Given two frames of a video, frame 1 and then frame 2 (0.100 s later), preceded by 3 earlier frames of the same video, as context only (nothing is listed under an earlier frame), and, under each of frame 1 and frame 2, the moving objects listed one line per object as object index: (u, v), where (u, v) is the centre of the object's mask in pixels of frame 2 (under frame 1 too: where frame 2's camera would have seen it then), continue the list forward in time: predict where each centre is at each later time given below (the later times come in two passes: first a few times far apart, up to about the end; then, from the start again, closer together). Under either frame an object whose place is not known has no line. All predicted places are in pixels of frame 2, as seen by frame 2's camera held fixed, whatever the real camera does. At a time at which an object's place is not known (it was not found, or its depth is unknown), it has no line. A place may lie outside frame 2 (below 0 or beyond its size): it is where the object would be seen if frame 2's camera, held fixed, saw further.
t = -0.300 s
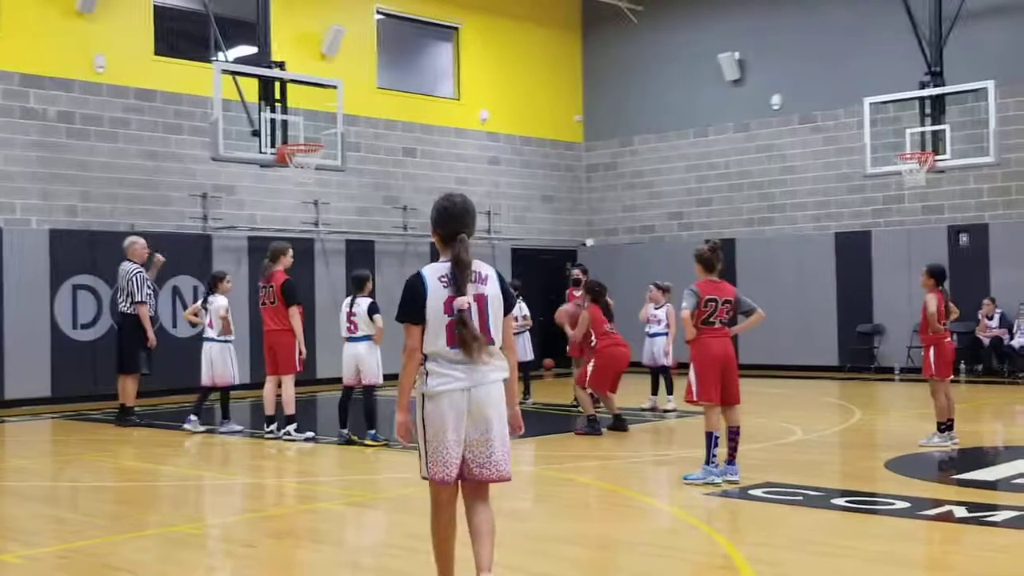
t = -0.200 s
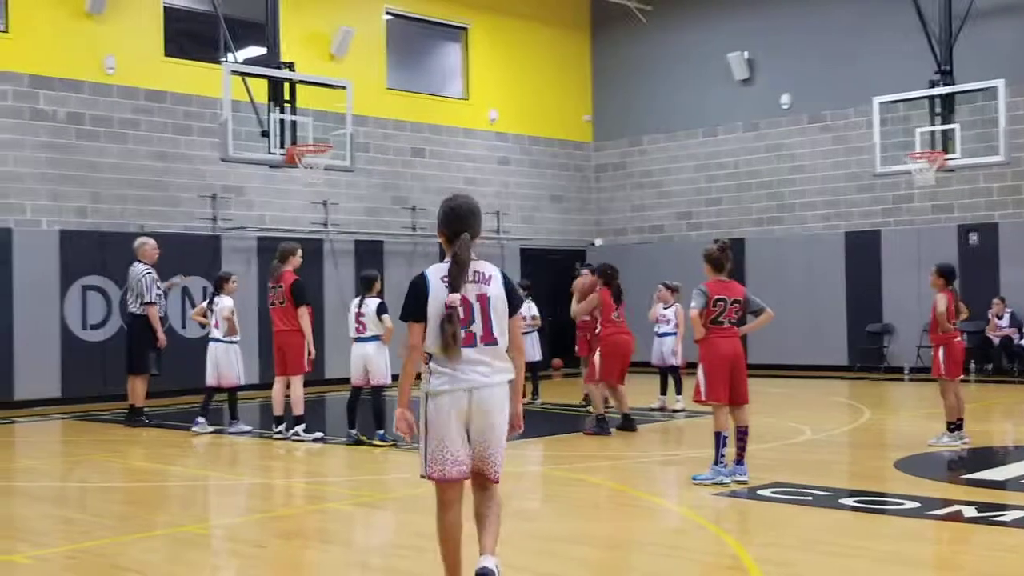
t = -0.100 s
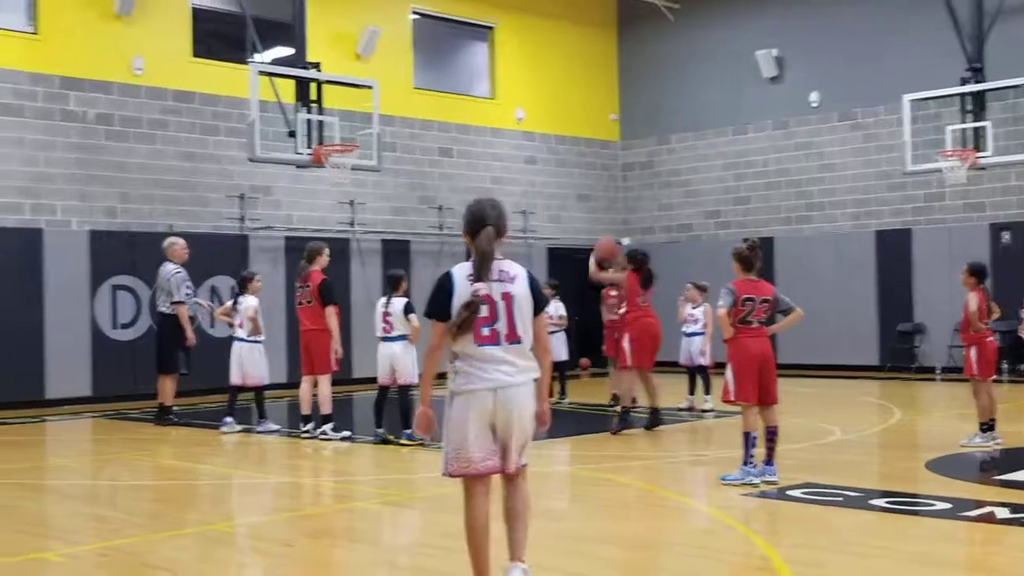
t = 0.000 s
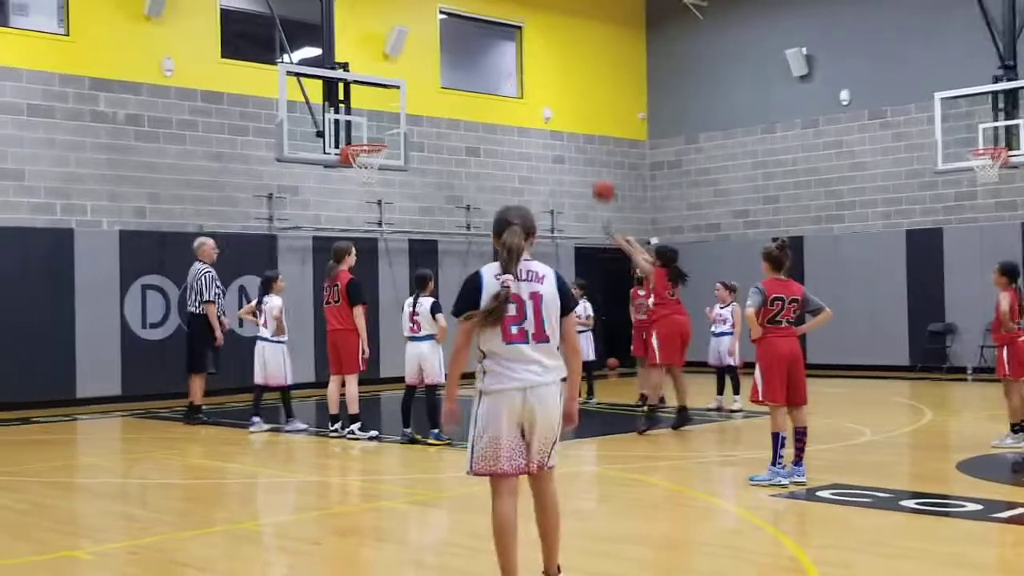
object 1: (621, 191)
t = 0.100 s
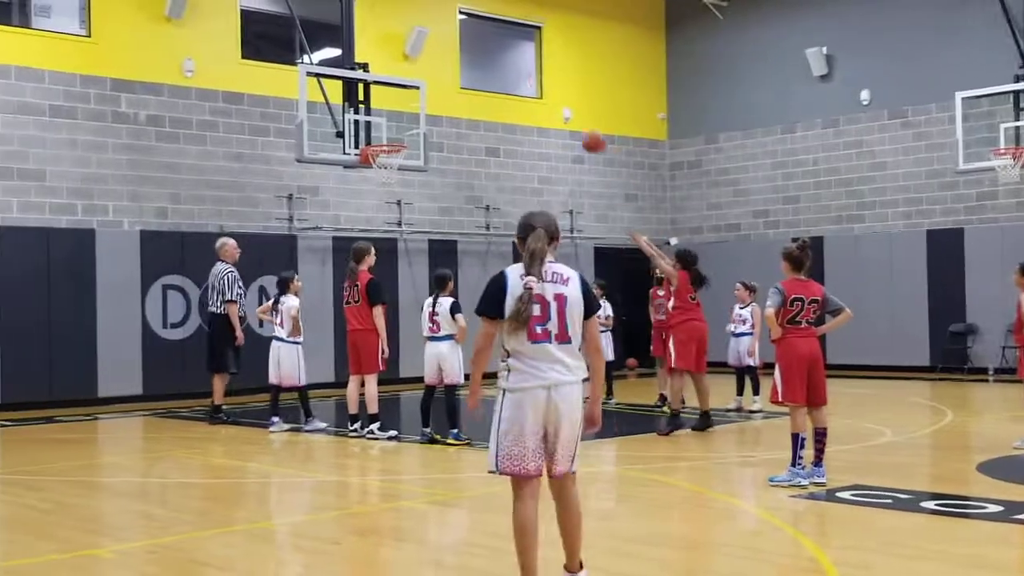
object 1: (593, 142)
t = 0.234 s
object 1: (558, 95)
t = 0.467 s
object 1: (500, 59)
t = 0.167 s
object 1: (575, 115)
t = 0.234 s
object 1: (558, 95)
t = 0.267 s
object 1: (550, 86)
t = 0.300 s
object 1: (542, 79)
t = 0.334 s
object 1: (534, 73)
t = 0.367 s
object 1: (526, 68)
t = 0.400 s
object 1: (517, 64)
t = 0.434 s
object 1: (507, 62)
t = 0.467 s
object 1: (500, 59)
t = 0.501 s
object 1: (493, 58)
